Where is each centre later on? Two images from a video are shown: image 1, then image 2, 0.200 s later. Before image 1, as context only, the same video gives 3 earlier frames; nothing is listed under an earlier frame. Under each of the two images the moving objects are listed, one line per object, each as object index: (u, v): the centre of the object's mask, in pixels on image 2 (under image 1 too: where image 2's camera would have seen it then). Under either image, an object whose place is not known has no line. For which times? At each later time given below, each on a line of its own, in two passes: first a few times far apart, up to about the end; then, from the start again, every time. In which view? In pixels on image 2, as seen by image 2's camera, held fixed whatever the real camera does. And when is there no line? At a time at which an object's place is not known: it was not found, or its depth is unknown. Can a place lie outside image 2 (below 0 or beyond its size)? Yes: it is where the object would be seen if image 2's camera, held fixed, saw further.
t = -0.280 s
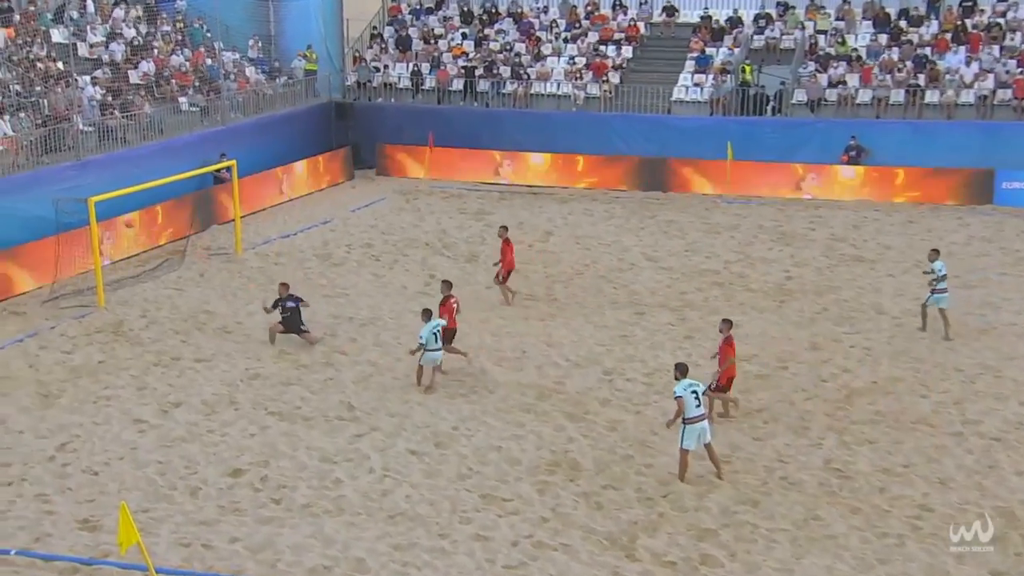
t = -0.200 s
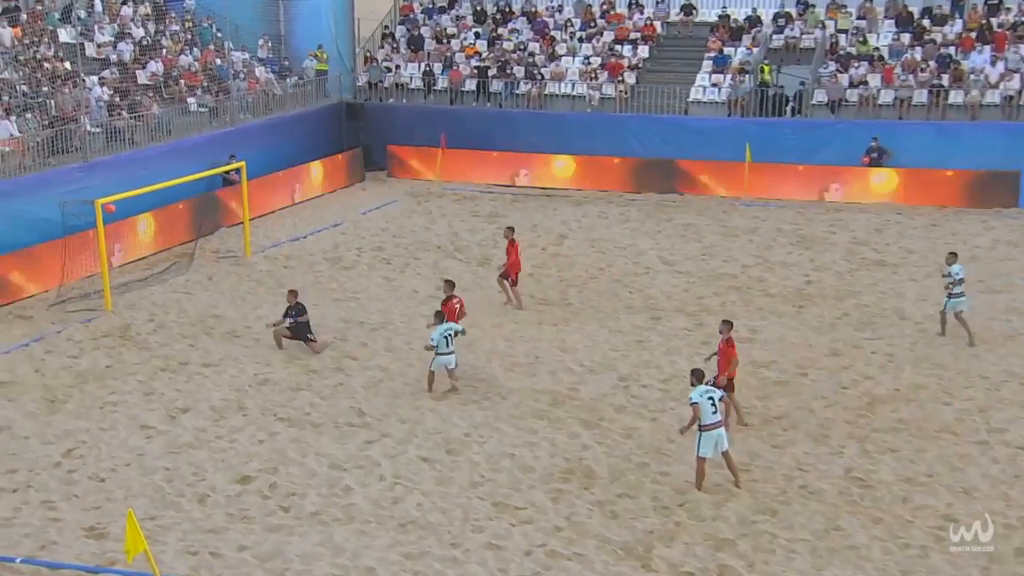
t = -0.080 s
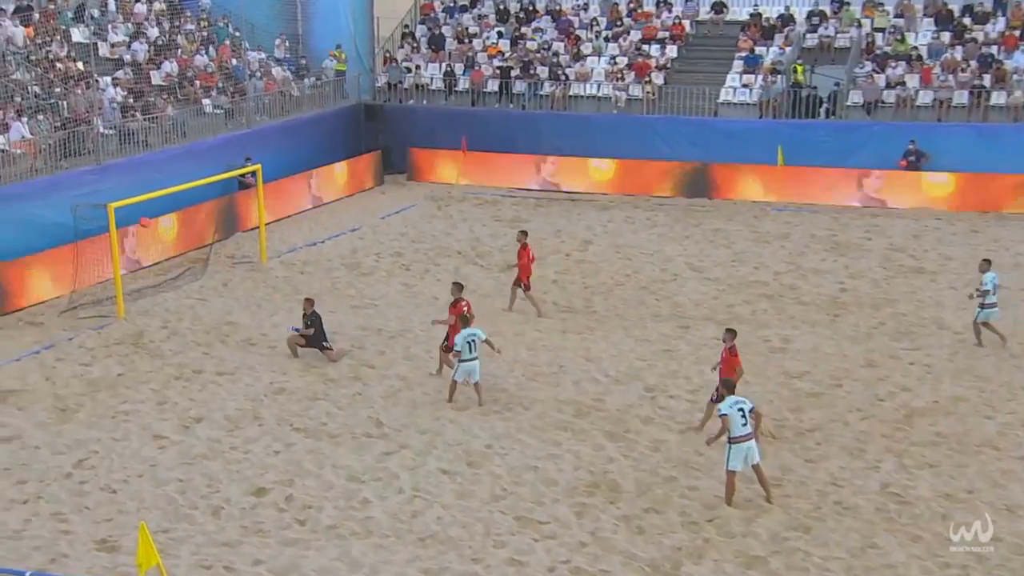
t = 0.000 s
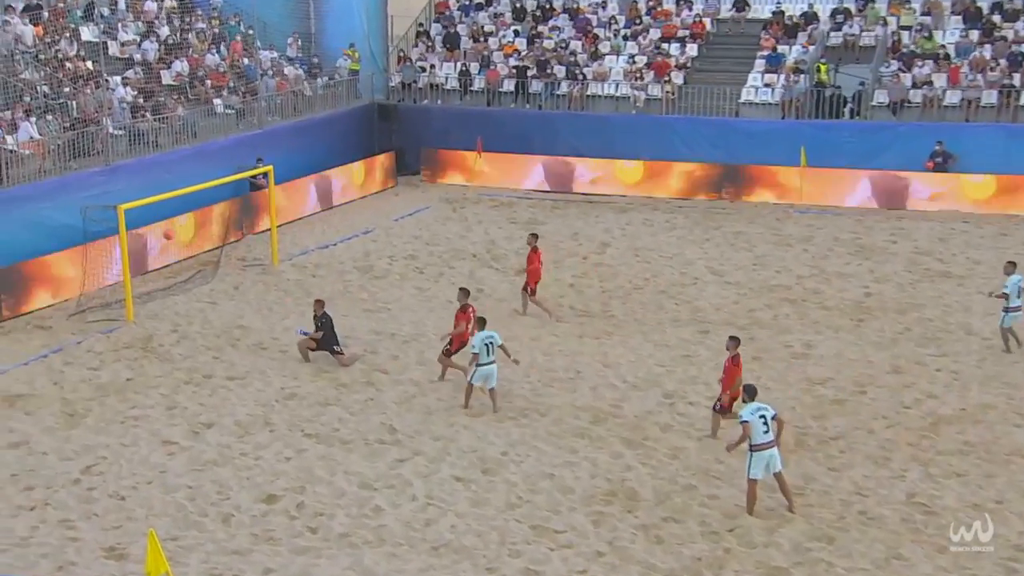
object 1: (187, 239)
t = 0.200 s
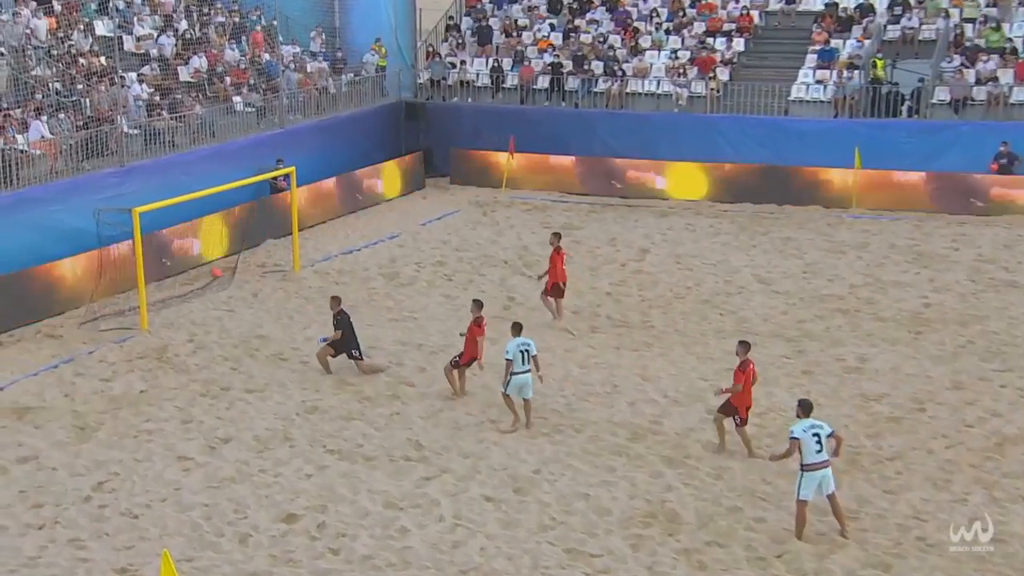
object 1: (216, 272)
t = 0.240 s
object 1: (221, 279)
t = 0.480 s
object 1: (246, 277)
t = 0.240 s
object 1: (221, 279)
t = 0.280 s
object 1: (226, 281)
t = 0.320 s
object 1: (230, 279)
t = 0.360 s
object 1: (233, 277)
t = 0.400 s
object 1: (238, 276)
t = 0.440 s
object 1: (241, 277)
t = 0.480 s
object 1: (246, 277)
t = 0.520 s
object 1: (249, 277)
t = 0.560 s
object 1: (253, 277)
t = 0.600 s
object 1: (255, 277)
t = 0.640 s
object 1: (258, 276)
